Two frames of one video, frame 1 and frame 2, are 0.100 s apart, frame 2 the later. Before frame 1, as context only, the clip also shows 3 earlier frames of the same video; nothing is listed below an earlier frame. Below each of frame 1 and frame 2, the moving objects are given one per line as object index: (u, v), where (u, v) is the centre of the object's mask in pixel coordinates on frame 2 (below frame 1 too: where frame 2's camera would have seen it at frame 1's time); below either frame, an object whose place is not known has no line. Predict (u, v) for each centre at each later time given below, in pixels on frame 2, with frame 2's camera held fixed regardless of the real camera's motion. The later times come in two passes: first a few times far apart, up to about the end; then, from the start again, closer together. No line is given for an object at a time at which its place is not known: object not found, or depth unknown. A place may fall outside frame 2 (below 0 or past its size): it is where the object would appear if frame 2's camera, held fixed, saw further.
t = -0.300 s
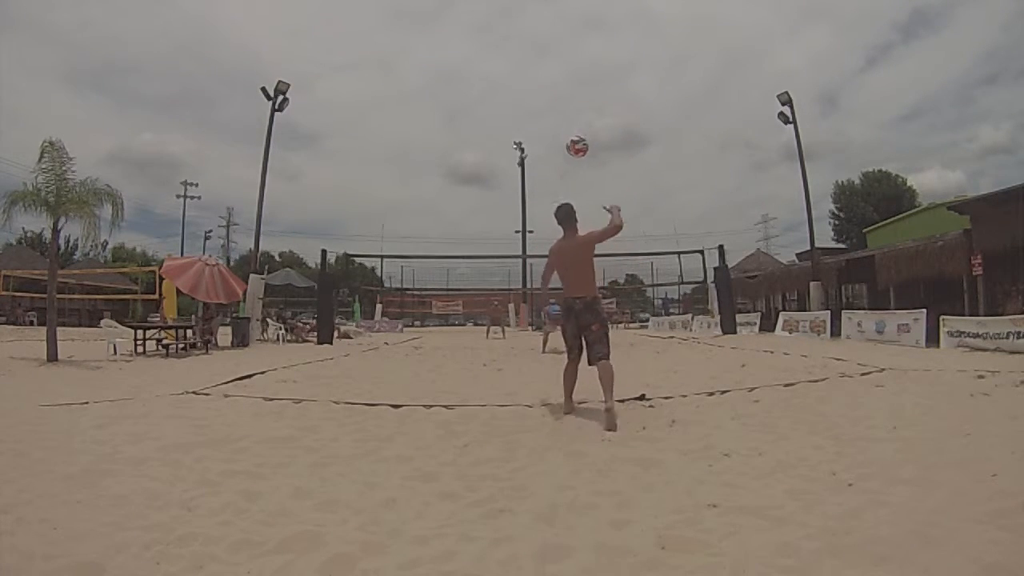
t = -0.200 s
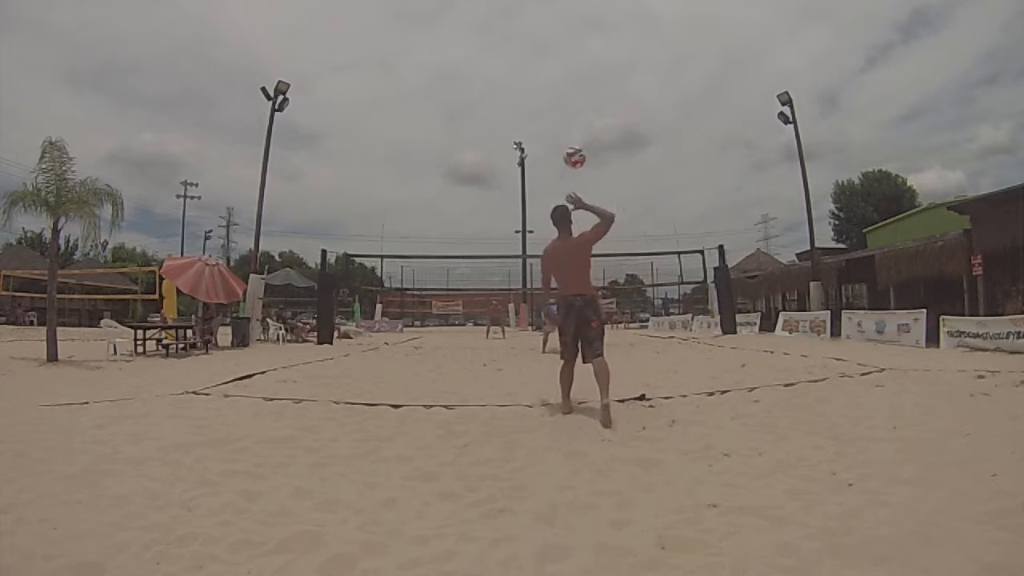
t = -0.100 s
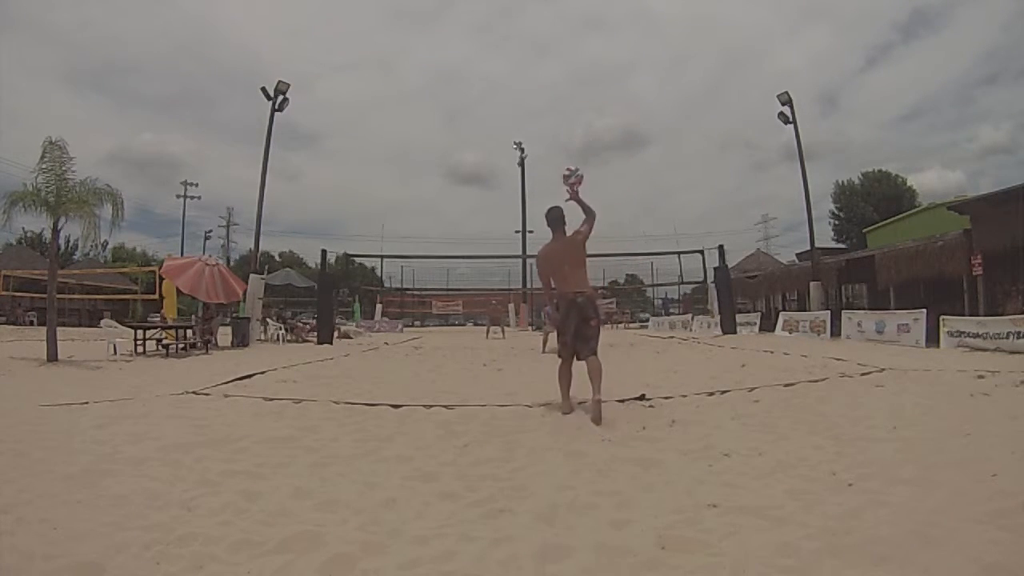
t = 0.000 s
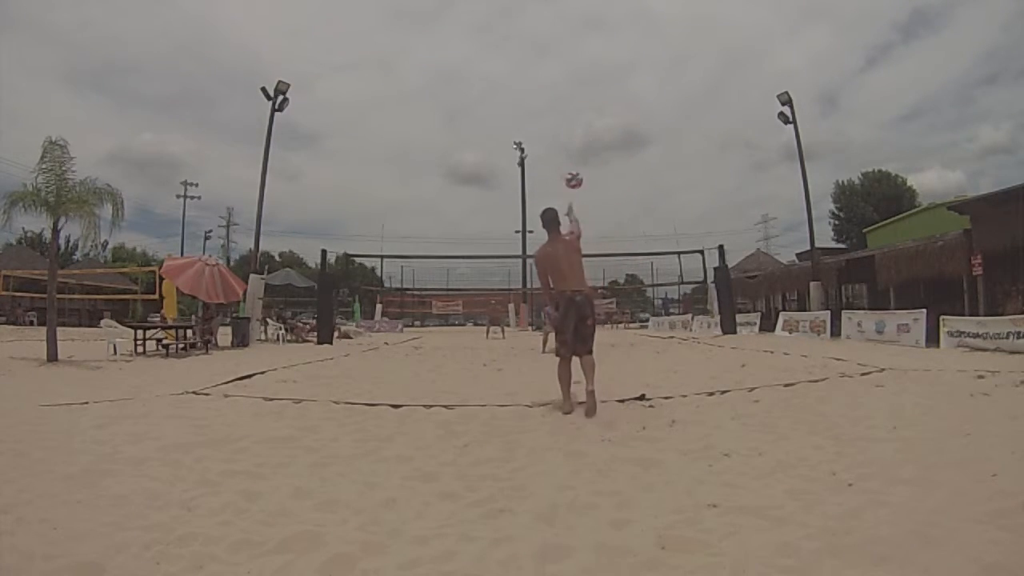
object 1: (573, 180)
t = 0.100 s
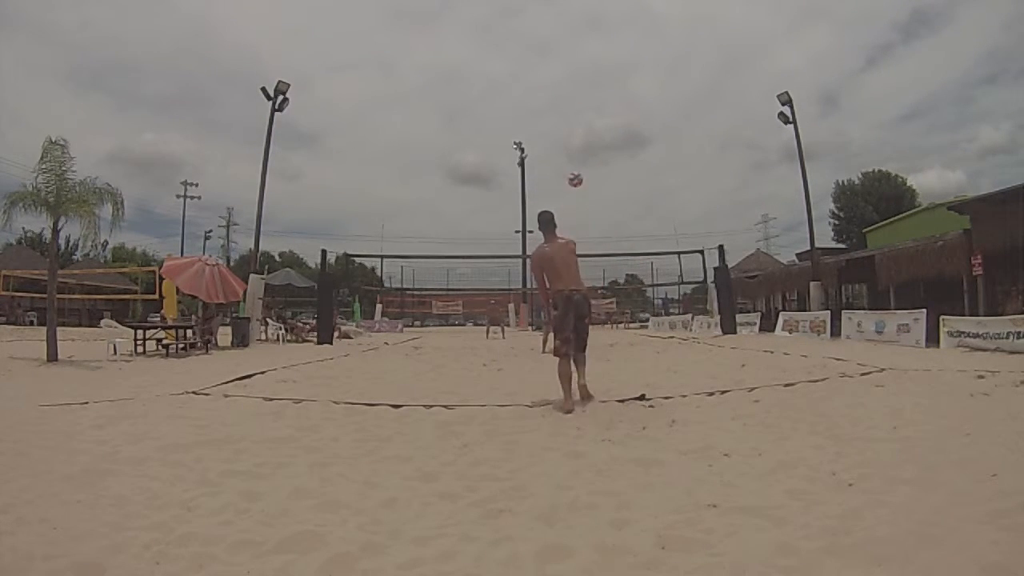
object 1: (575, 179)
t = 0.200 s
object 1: (576, 184)
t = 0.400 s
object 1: (575, 202)
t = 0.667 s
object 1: (576, 234)
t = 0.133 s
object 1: (575, 180)
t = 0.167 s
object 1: (575, 182)
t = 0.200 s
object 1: (576, 184)
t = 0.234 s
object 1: (576, 186)
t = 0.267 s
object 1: (575, 189)
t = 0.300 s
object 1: (576, 192)
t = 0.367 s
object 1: (576, 198)
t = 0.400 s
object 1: (575, 202)
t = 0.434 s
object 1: (575, 206)
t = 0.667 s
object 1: (576, 234)
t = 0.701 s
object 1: (577, 238)
